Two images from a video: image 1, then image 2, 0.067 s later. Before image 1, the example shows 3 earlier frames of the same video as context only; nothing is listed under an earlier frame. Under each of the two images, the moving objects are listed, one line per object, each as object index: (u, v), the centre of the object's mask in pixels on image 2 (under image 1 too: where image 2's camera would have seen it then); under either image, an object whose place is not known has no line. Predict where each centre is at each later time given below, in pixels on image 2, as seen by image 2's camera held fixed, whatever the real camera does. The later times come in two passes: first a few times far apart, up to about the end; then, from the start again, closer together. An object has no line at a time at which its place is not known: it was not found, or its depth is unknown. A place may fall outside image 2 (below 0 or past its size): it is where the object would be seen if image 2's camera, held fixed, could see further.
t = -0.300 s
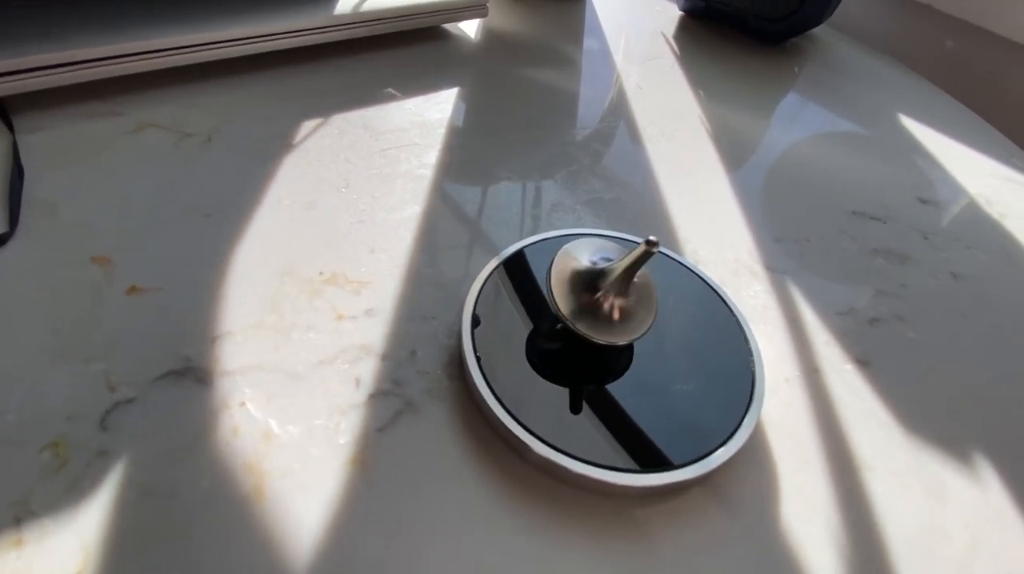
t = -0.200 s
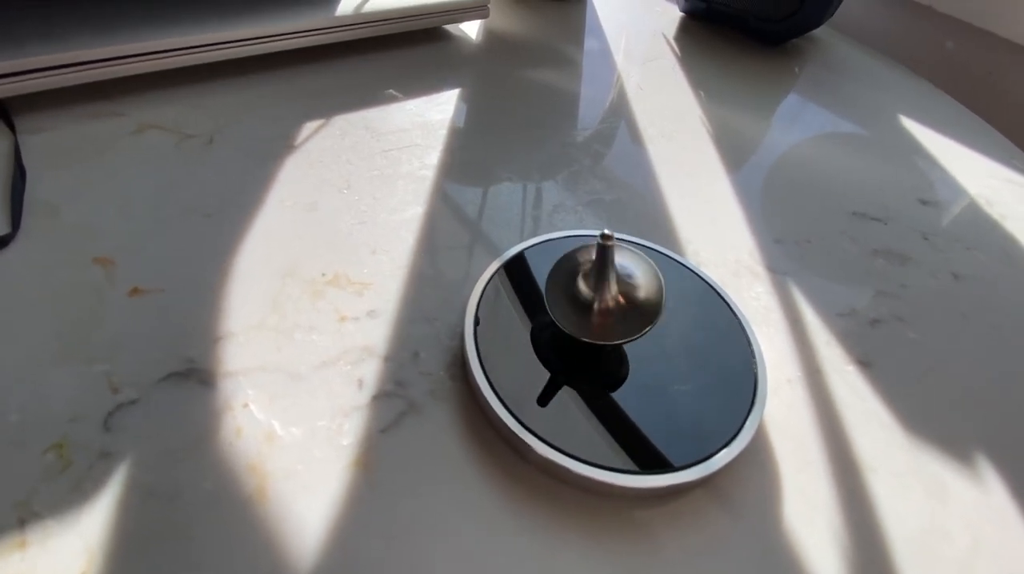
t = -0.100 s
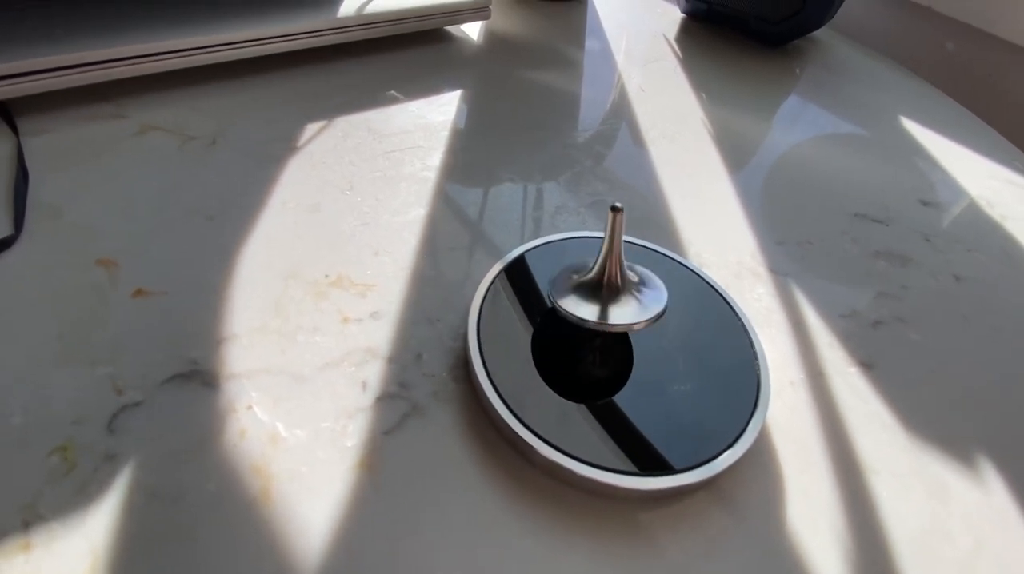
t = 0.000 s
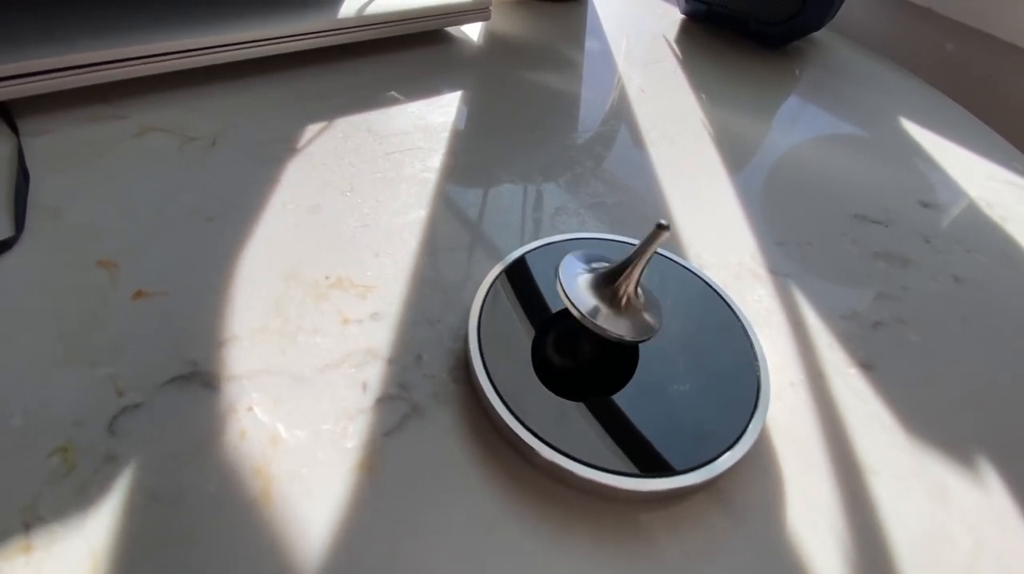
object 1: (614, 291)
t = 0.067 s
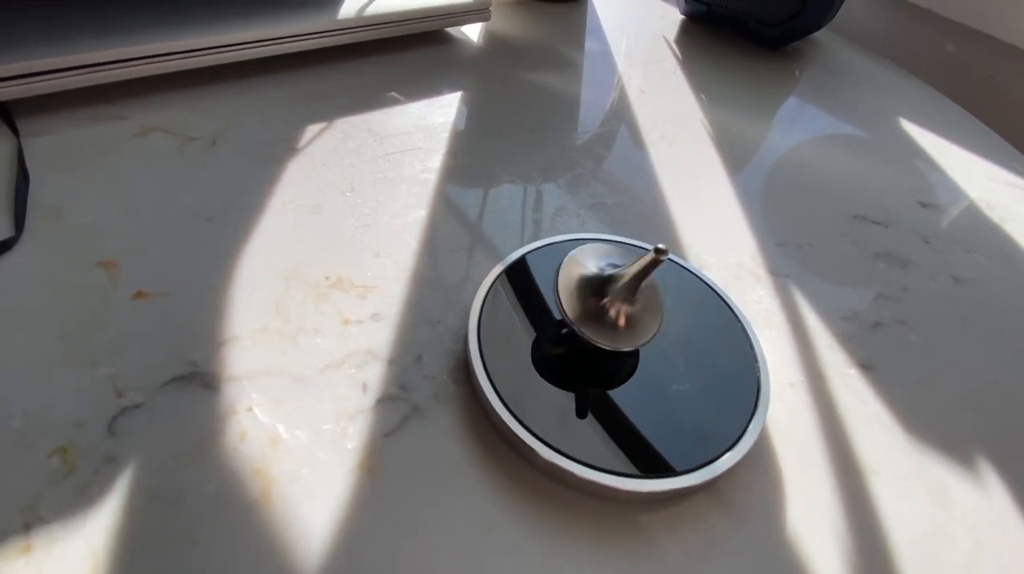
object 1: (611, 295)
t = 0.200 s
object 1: (608, 294)
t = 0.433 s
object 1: (611, 296)
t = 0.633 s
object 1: (609, 287)
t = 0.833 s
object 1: (608, 297)
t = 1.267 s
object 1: (608, 297)
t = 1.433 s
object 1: (617, 287)
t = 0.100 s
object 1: (609, 297)
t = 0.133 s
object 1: (609, 298)
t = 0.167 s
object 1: (608, 297)
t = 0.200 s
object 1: (608, 294)
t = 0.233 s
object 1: (608, 291)
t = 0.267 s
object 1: (609, 287)
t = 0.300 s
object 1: (612, 286)
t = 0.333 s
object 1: (614, 287)
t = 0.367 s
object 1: (615, 291)
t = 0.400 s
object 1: (613, 294)
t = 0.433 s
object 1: (611, 296)
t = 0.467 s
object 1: (609, 297)
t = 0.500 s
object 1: (608, 298)
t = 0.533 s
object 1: (608, 296)
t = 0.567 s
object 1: (608, 293)
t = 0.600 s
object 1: (608, 290)
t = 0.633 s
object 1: (609, 287)
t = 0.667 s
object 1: (612, 286)
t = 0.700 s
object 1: (614, 288)
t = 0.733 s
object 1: (614, 291)
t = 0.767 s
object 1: (613, 294)
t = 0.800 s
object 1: (610, 296)
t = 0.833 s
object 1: (608, 297)
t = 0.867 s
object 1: (608, 298)
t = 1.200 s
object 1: (608, 298)
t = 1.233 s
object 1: (607, 298)
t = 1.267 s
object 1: (608, 297)
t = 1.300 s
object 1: (607, 293)
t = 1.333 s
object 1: (608, 289)
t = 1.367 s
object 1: (609, 285)
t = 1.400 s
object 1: (613, 284)
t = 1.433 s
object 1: (617, 287)
